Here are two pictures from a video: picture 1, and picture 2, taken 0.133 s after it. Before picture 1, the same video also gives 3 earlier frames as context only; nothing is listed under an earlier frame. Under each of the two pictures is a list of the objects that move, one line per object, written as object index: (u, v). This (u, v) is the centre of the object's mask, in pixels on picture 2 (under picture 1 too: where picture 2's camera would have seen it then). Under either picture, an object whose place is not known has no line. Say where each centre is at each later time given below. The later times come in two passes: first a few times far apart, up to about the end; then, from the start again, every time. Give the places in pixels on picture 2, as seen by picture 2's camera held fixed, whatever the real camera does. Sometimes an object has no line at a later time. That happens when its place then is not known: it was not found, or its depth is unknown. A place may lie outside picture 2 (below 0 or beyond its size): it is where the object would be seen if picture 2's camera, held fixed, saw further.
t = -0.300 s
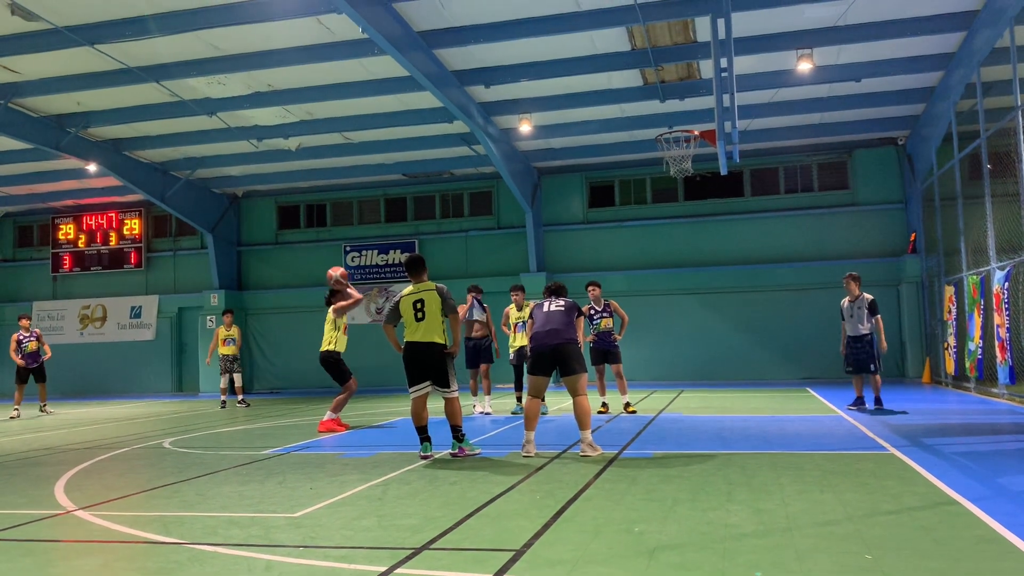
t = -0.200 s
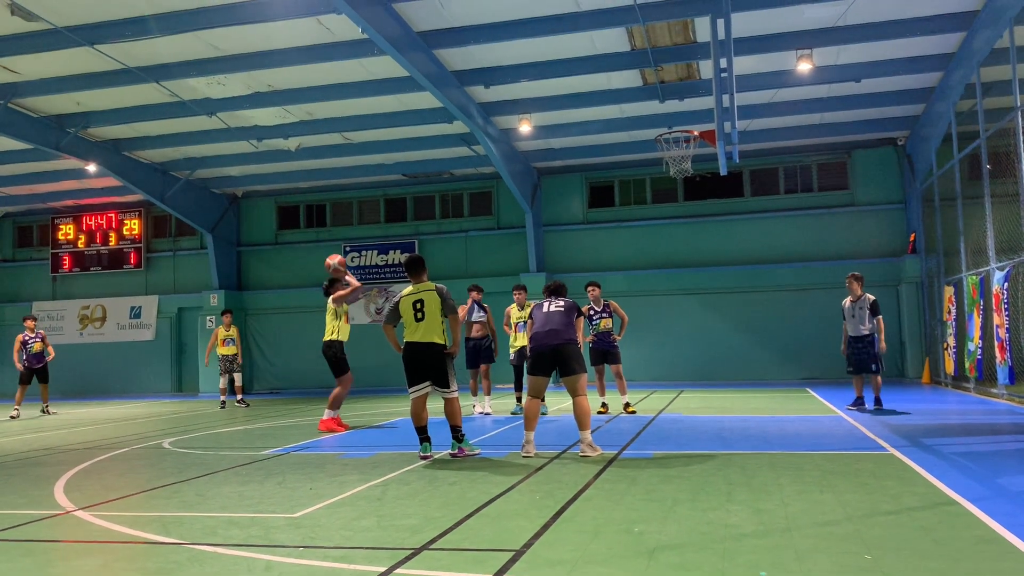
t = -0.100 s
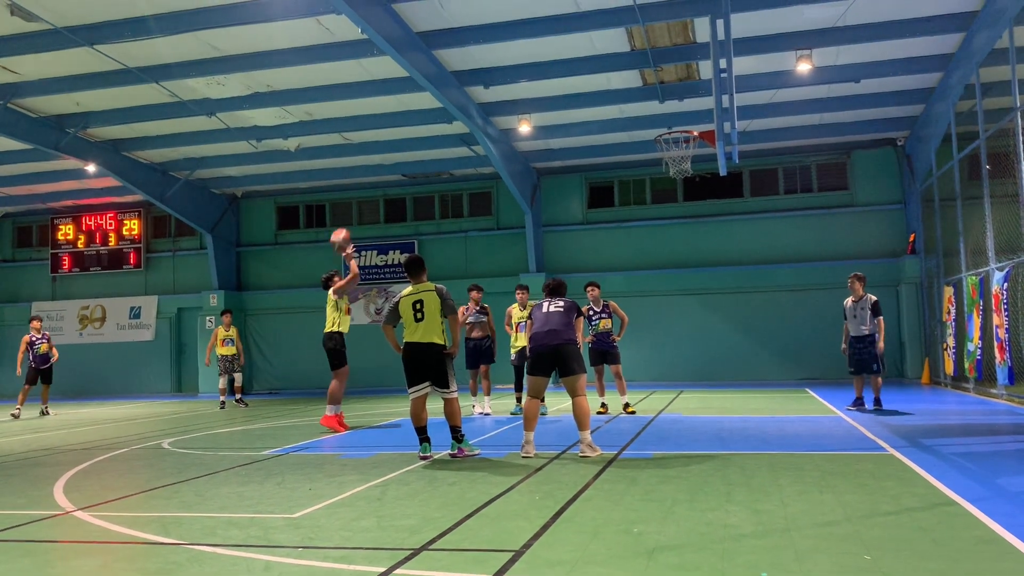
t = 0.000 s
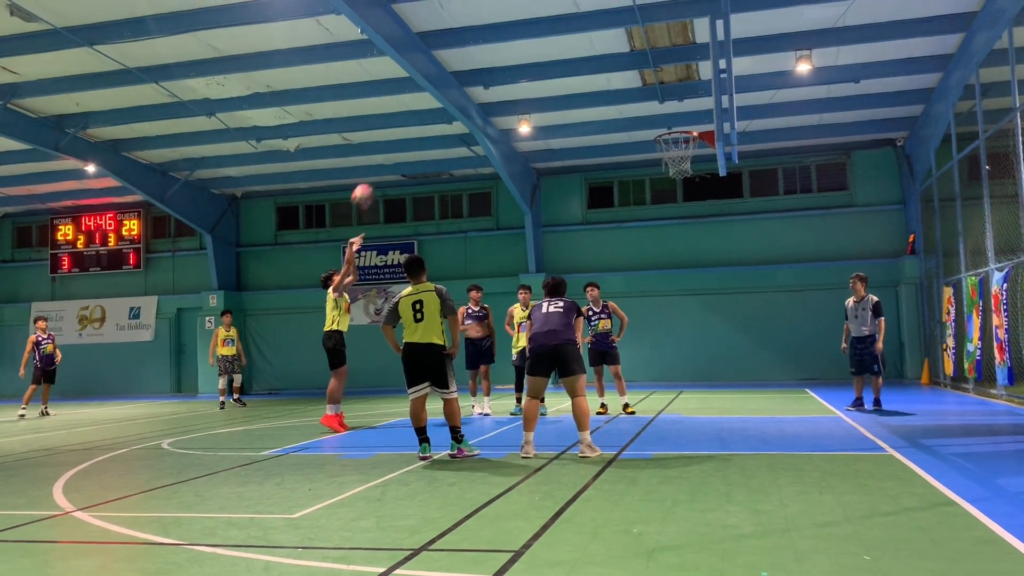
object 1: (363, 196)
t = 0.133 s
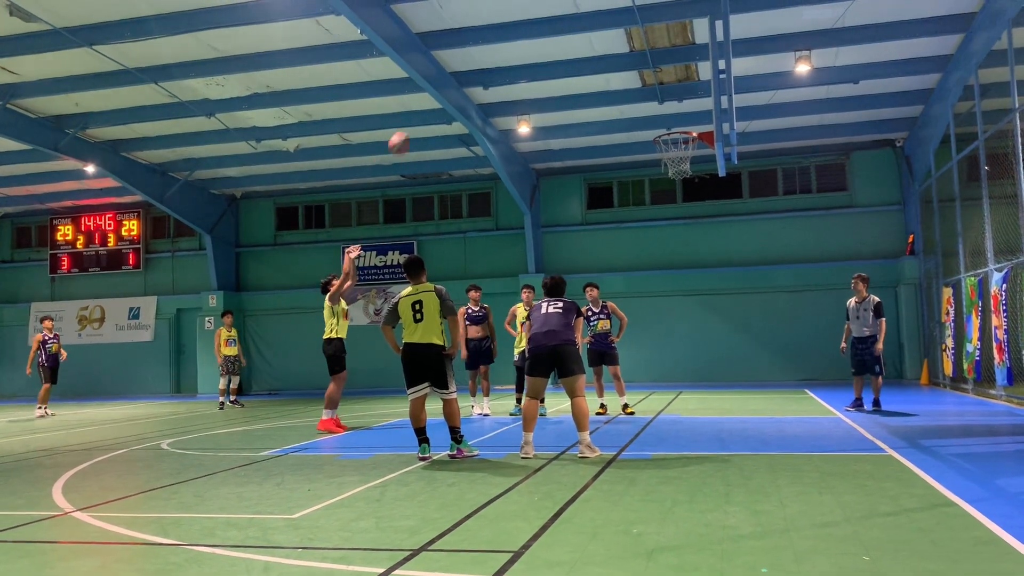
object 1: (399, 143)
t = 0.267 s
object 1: (438, 103)
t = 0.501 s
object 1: (509, 67)
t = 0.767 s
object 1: (595, 82)
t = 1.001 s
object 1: (660, 116)
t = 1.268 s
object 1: (673, 94)
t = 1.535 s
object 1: (689, 137)
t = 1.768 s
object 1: (707, 238)
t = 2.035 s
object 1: (730, 430)
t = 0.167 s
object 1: (409, 132)
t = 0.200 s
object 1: (418, 121)
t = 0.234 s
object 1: (428, 112)
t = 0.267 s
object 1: (438, 103)
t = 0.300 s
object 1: (447, 96)
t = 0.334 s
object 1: (457, 89)
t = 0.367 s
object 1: (467, 84)
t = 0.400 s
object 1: (479, 78)
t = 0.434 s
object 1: (488, 74)
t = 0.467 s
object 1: (498, 70)
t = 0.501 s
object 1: (509, 67)
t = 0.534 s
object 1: (519, 66)
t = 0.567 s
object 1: (530, 65)
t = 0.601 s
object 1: (540, 65)
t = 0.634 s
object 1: (551, 66)
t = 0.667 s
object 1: (562, 69)
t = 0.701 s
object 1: (573, 72)
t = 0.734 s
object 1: (584, 76)
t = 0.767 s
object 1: (595, 82)
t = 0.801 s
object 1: (607, 87)
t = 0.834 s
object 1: (618, 95)
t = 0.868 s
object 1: (629, 103)
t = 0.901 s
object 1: (642, 113)
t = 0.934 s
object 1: (653, 123)
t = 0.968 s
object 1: (658, 123)
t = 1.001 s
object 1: (660, 116)
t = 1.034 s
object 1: (661, 109)
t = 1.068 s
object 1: (662, 104)
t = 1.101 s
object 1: (664, 99)
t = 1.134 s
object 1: (666, 95)
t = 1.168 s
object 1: (667, 94)
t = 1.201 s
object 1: (669, 92)
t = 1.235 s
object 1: (672, 93)
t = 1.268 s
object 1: (673, 94)
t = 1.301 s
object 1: (674, 94)
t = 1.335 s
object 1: (676, 97)
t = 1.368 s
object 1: (678, 102)
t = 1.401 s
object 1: (680, 107)
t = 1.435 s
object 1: (682, 112)
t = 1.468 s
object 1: (685, 120)
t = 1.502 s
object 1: (687, 128)
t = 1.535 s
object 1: (689, 137)
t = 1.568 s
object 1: (691, 147)
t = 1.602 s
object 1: (694, 161)
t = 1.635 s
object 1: (696, 174)
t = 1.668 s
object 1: (698, 187)
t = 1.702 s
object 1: (701, 202)
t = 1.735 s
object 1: (703, 219)
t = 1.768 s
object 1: (707, 238)
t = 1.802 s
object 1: (708, 257)
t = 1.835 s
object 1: (711, 276)
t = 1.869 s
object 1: (714, 298)
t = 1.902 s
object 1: (717, 321)
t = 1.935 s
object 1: (721, 347)
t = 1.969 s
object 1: (724, 371)
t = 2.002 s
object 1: (727, 400)
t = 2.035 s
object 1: (730, 430)
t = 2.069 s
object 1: (733, 412)
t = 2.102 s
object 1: (735, 390)
